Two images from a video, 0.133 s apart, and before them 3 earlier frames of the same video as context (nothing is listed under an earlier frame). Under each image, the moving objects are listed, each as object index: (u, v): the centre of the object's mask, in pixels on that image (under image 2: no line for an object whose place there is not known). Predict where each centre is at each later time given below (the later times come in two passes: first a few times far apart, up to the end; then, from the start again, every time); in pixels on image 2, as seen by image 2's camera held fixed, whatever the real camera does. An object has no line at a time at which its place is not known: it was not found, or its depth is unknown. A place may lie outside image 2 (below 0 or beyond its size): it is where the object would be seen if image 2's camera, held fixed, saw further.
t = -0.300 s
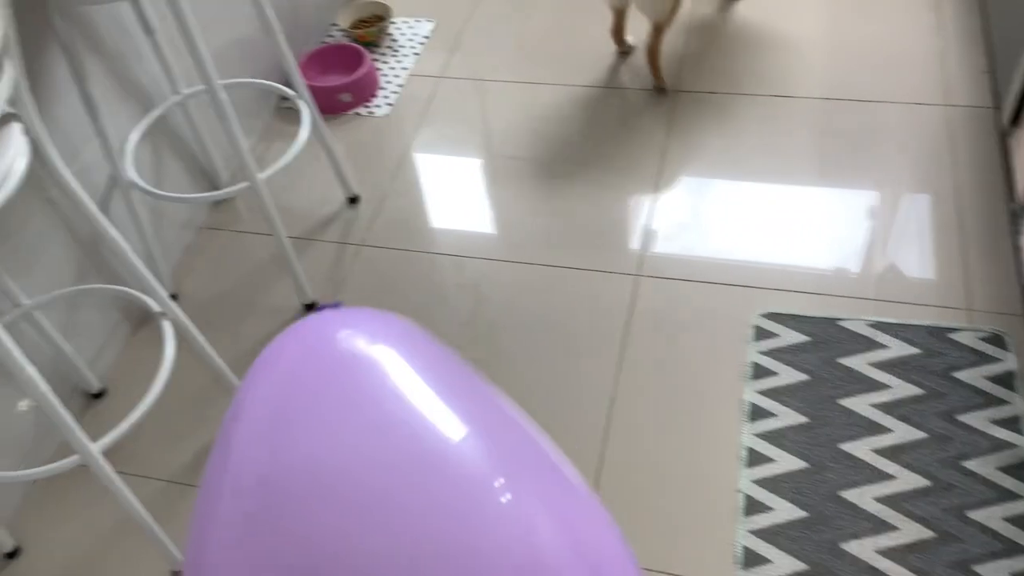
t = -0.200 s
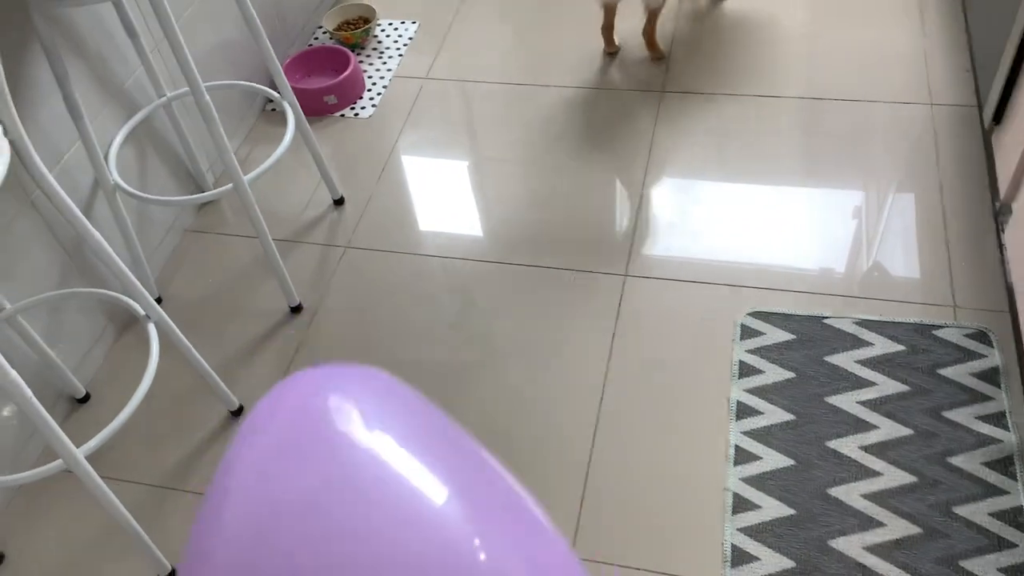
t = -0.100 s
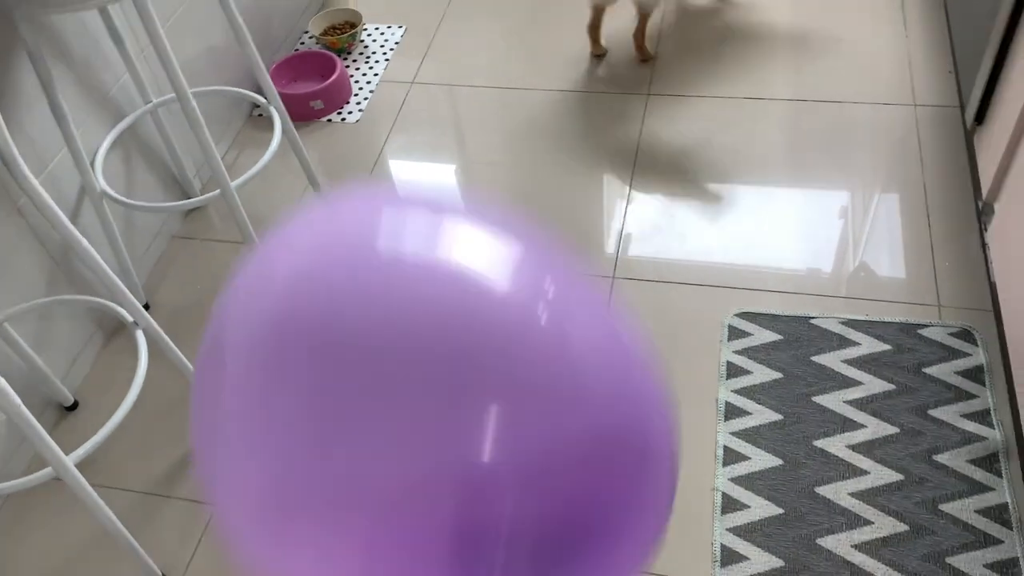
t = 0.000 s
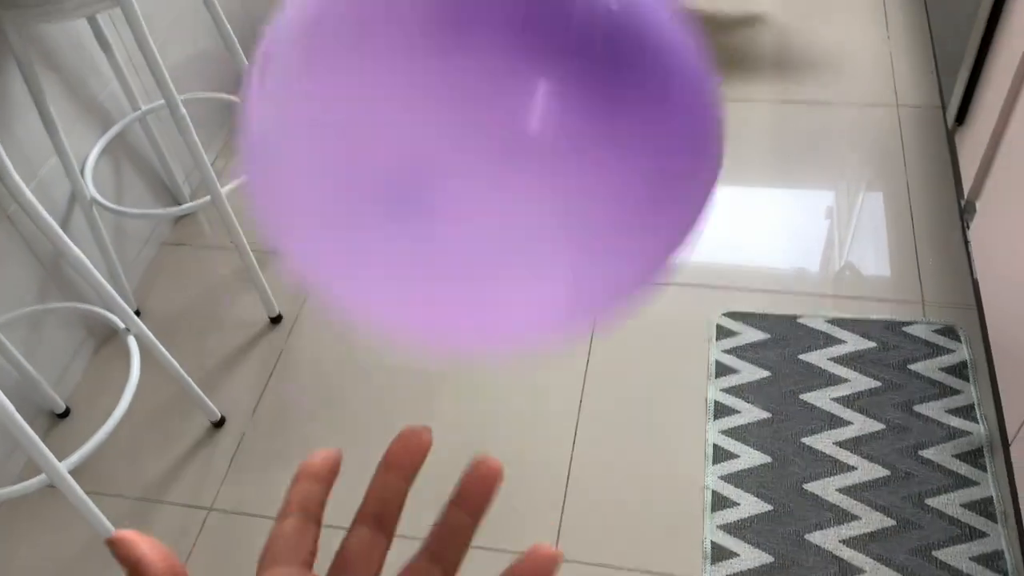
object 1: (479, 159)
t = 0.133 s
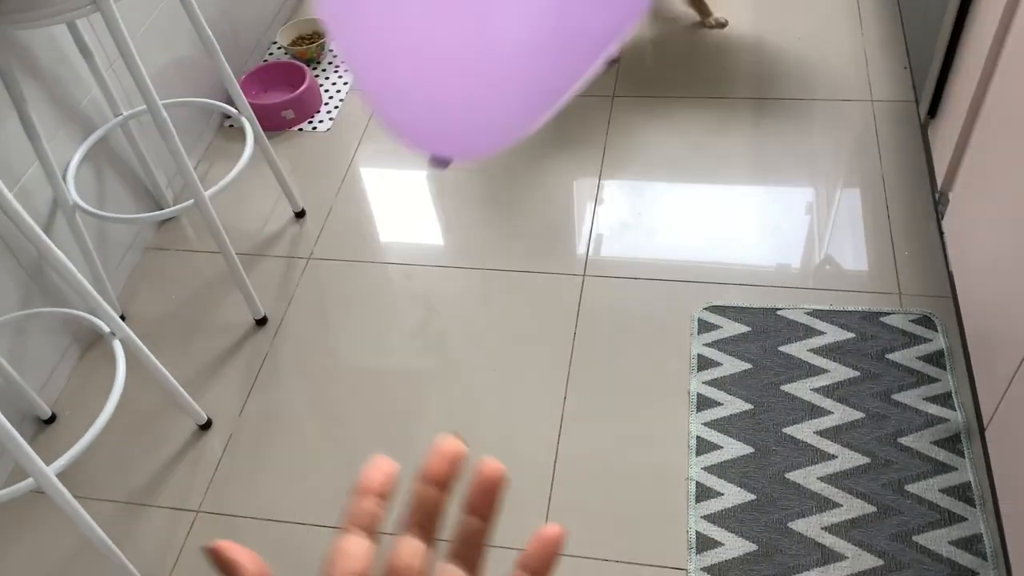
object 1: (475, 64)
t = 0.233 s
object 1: (485, 37)
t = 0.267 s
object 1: (490, 29)
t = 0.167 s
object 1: (480, 57)
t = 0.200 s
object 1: (483, 46)
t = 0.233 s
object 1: (485, 37)
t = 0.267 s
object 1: (490, 29)
